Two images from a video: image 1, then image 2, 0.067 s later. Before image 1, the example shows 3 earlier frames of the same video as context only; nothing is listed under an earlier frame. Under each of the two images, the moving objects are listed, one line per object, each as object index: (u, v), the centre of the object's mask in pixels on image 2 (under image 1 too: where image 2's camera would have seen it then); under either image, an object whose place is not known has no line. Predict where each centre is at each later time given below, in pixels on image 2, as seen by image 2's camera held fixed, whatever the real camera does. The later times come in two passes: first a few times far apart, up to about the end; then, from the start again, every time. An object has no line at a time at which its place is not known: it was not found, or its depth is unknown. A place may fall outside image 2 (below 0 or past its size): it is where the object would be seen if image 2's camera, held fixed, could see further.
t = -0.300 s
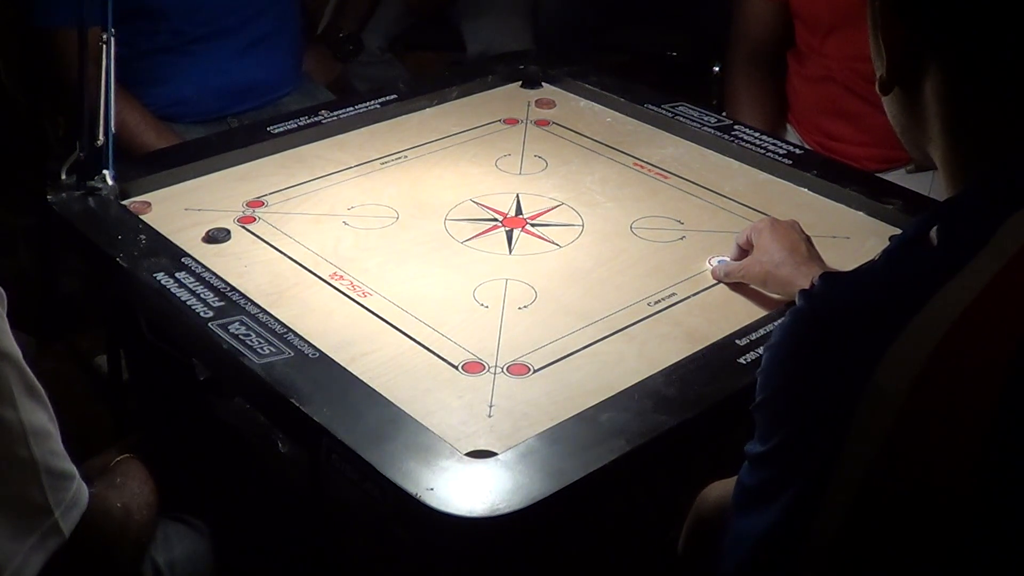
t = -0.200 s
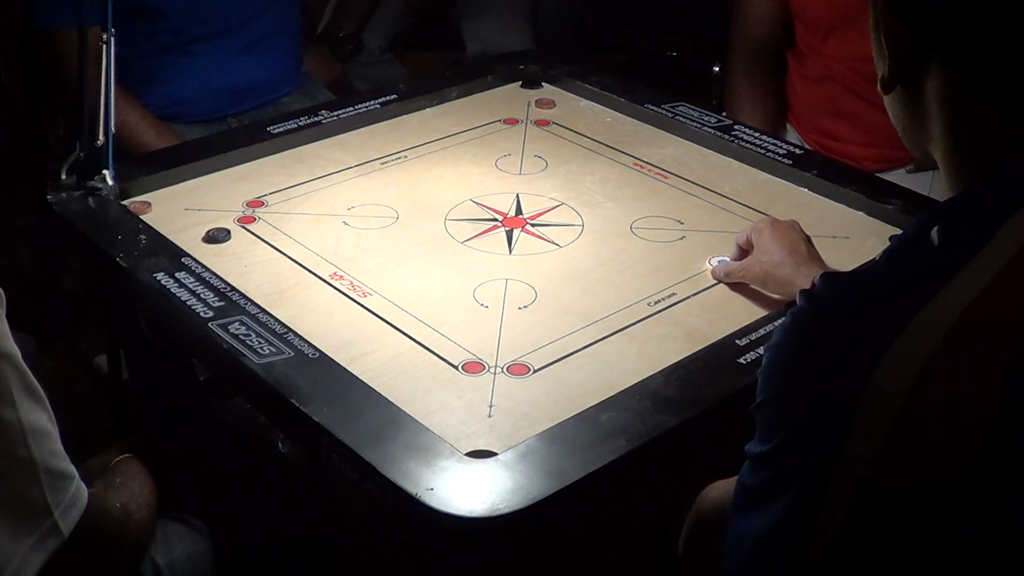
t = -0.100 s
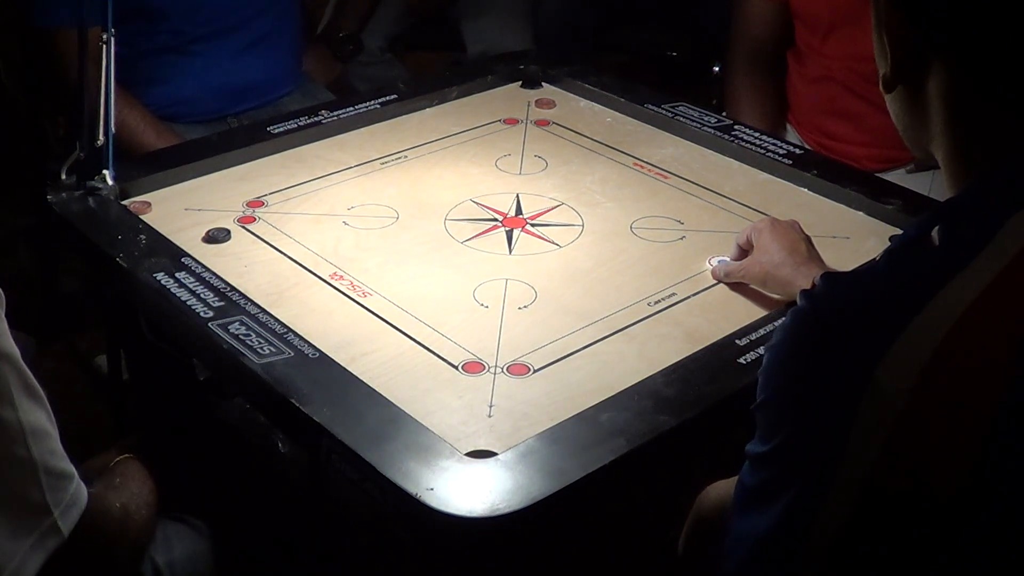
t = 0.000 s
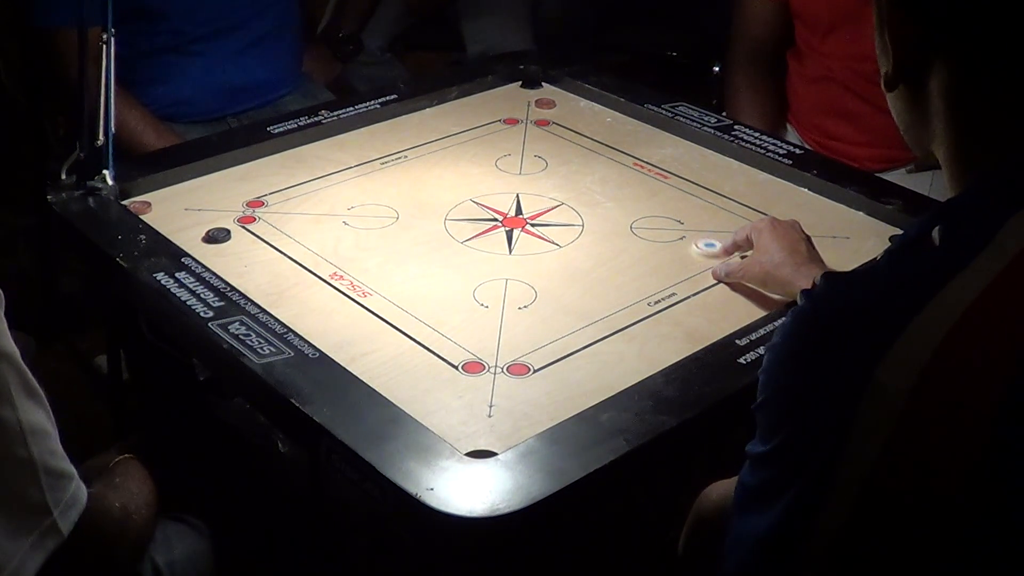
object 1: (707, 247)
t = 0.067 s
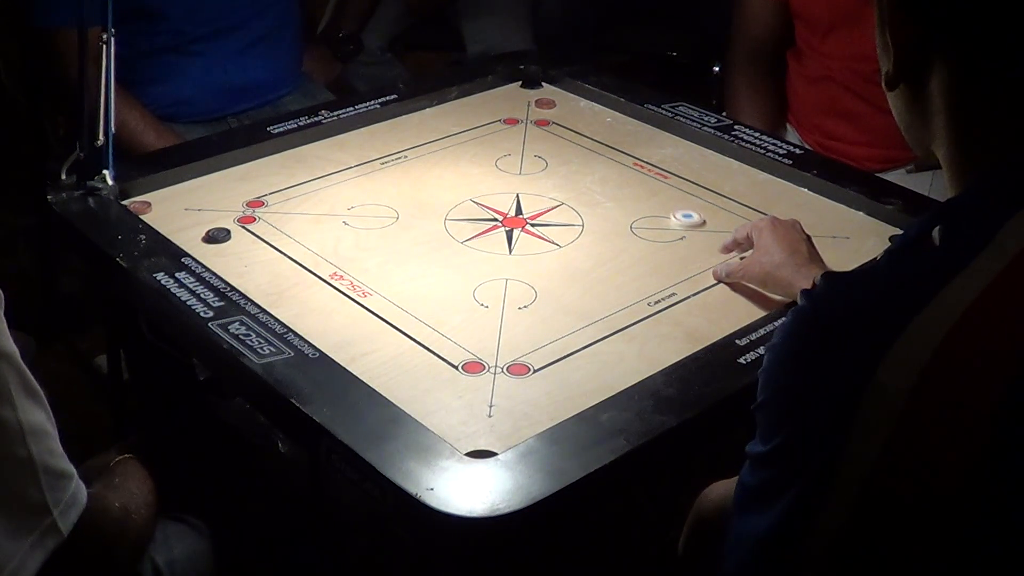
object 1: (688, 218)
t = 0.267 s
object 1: (636, 153)
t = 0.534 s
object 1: (579, 108)
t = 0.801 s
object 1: (552, 105)
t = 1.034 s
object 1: (552, 105)
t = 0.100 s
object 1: (678, 205)
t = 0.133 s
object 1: (668, 194)
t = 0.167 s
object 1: (659, 182)
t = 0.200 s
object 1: (651, 172)
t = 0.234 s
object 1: (643, 162)
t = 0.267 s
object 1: (636, 153)
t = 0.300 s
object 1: (630, 144)
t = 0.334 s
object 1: (623, 137)
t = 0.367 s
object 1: (617, 130)
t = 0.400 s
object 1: (613, 123)
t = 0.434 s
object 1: (607, 117)
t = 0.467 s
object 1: (602, 111)
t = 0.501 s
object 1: (589, 109)
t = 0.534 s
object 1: (579, 108)
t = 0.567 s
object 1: (568, 106)
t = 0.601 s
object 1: (564, 106)
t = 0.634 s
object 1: (560, 106)
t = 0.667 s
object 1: (557, 105)
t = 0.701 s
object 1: (555, 105)
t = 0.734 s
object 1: (553, 105)
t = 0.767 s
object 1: (553, 105)
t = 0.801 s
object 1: (552, 105)
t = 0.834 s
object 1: (552, 105)
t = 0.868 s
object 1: (552, 105)
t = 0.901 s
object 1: (552, 105)
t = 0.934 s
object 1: (552, 105)
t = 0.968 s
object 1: (552, 105)
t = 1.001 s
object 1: (552, 105)
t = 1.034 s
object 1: (552, 105)
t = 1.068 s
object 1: (552, 105)
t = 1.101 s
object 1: (552, 105)
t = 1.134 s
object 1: (552, 105)
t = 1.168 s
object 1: (552, 105)
